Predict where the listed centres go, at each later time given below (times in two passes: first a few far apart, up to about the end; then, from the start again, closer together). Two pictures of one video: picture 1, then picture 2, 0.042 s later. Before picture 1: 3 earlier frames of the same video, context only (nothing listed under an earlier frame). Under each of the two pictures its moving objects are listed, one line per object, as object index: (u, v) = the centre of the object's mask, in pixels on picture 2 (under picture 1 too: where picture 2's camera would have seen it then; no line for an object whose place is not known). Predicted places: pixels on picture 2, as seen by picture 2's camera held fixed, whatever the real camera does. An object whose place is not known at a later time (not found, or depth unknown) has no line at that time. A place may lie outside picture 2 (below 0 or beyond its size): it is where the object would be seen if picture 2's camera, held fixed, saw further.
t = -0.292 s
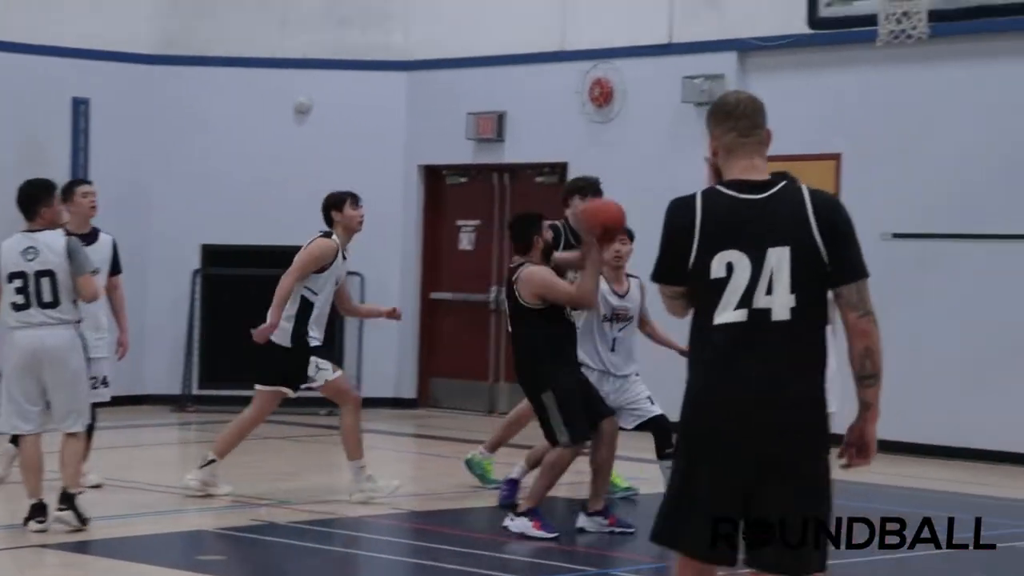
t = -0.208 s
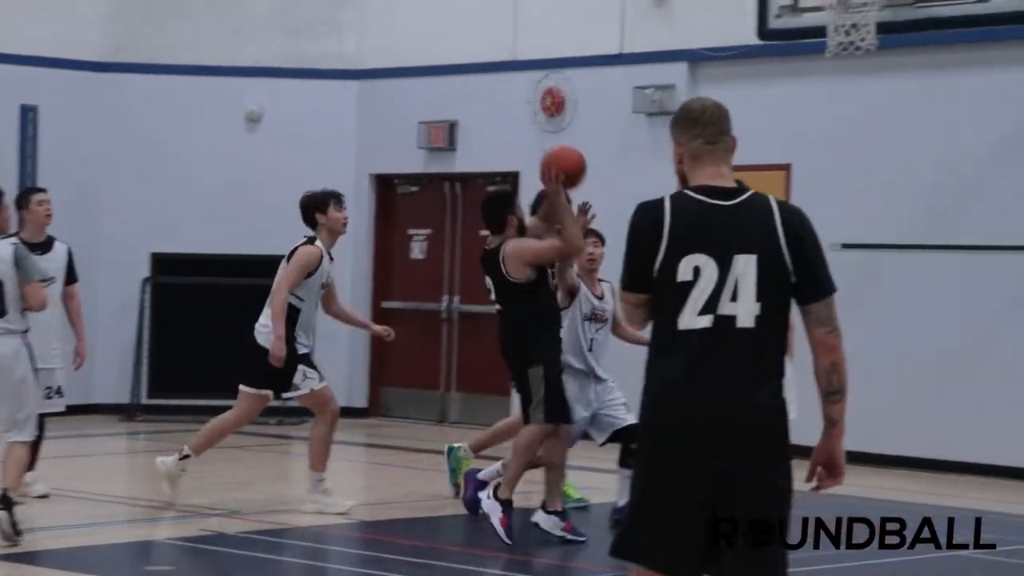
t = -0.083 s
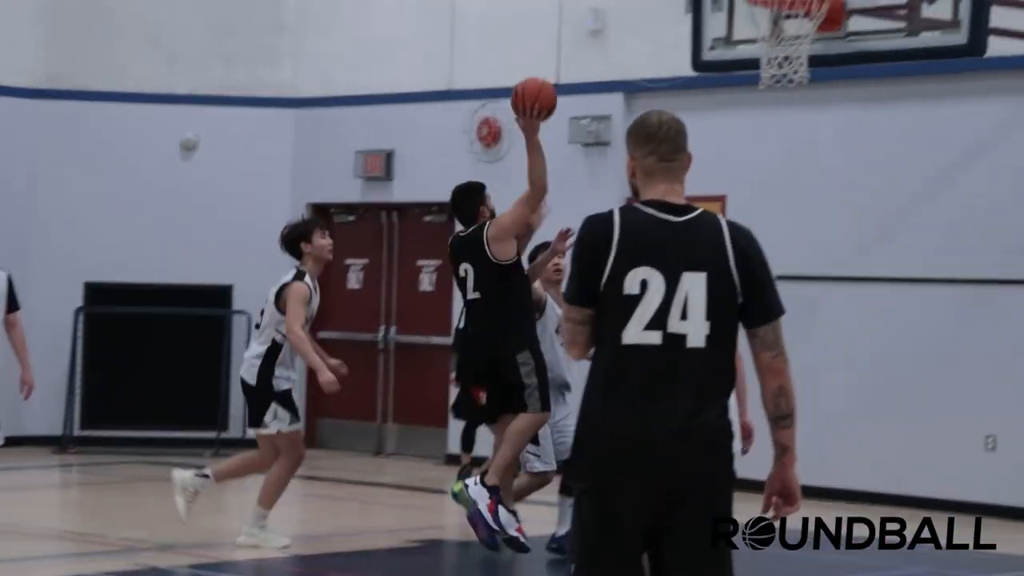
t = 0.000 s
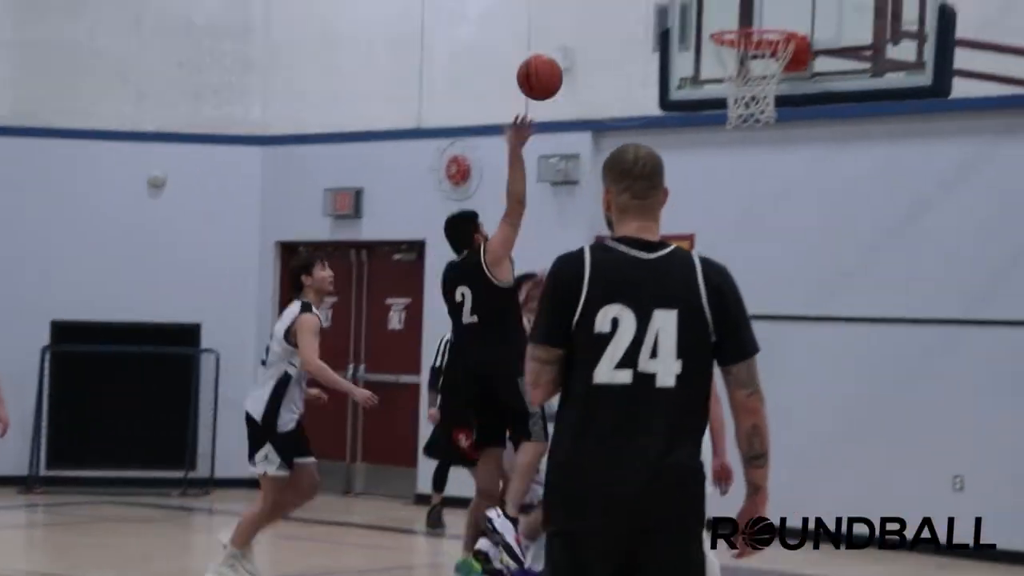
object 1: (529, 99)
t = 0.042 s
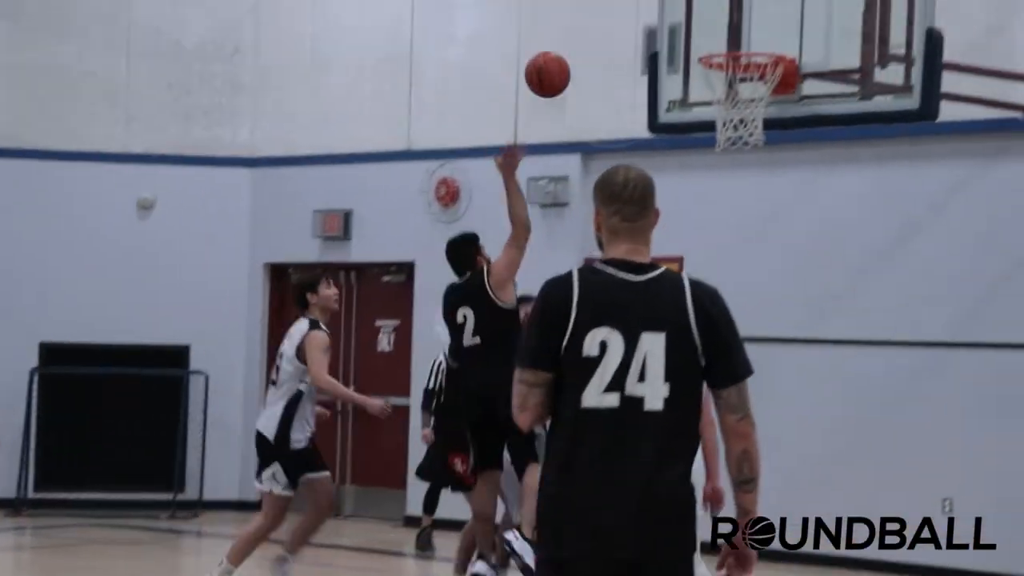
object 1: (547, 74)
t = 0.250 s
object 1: (640, 2)
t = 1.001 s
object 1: (776, 34)
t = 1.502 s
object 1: (756, 49)
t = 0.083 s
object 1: (566, 53)
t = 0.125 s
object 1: (585, 35)
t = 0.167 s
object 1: (603, 20)
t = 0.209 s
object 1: (621, 9)
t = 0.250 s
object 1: (640, 2)
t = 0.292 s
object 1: (658, -1)
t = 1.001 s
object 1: (776, 34)
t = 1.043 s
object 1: (776, 29)
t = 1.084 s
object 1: (776, 27)
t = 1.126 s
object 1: (776, 28)
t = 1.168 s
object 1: (775, 33)
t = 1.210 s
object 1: (775, 39)
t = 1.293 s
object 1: (772, 34)
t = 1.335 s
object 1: (770, 36)
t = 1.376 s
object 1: (767, 40)
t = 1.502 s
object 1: (756, 49)
